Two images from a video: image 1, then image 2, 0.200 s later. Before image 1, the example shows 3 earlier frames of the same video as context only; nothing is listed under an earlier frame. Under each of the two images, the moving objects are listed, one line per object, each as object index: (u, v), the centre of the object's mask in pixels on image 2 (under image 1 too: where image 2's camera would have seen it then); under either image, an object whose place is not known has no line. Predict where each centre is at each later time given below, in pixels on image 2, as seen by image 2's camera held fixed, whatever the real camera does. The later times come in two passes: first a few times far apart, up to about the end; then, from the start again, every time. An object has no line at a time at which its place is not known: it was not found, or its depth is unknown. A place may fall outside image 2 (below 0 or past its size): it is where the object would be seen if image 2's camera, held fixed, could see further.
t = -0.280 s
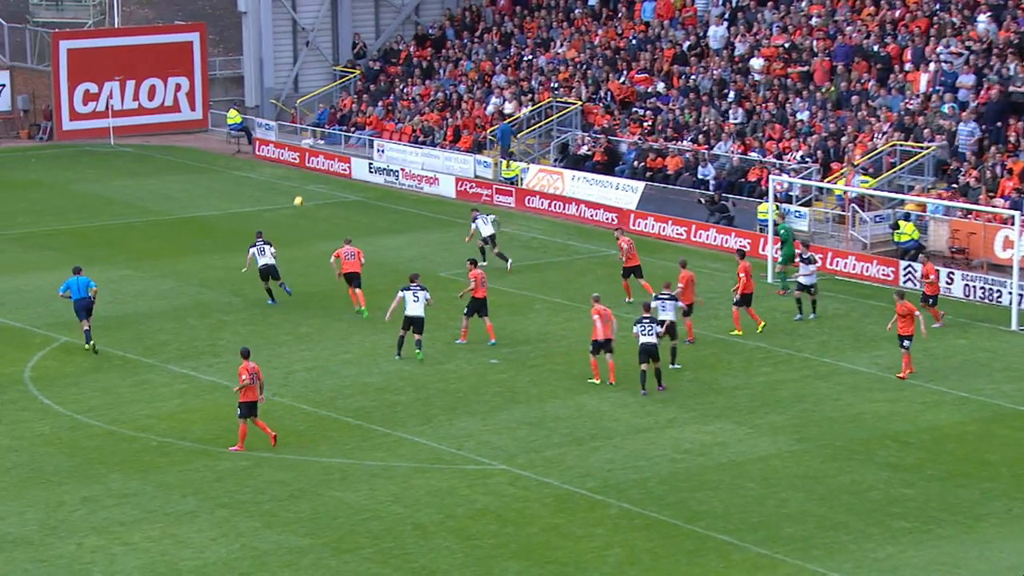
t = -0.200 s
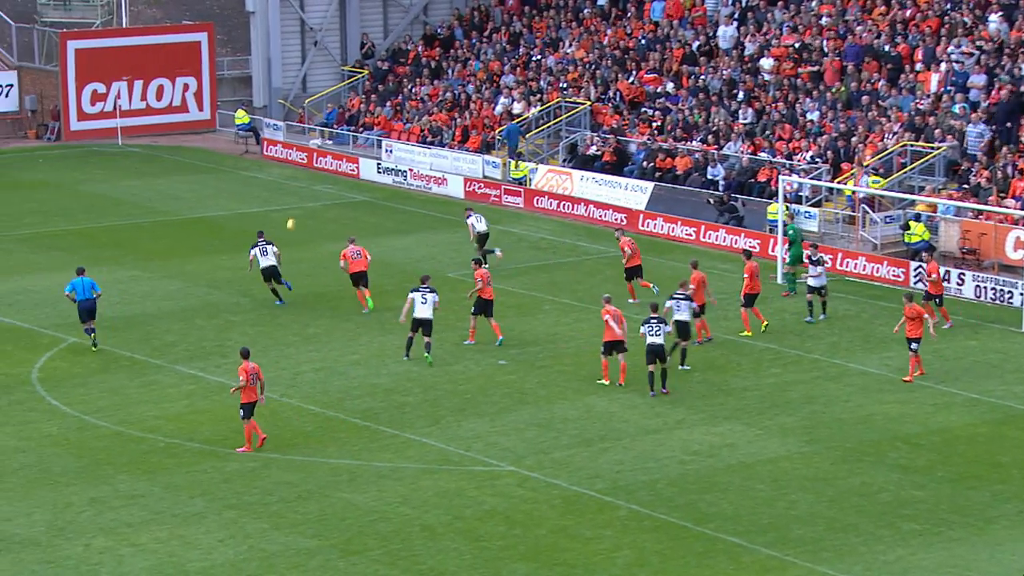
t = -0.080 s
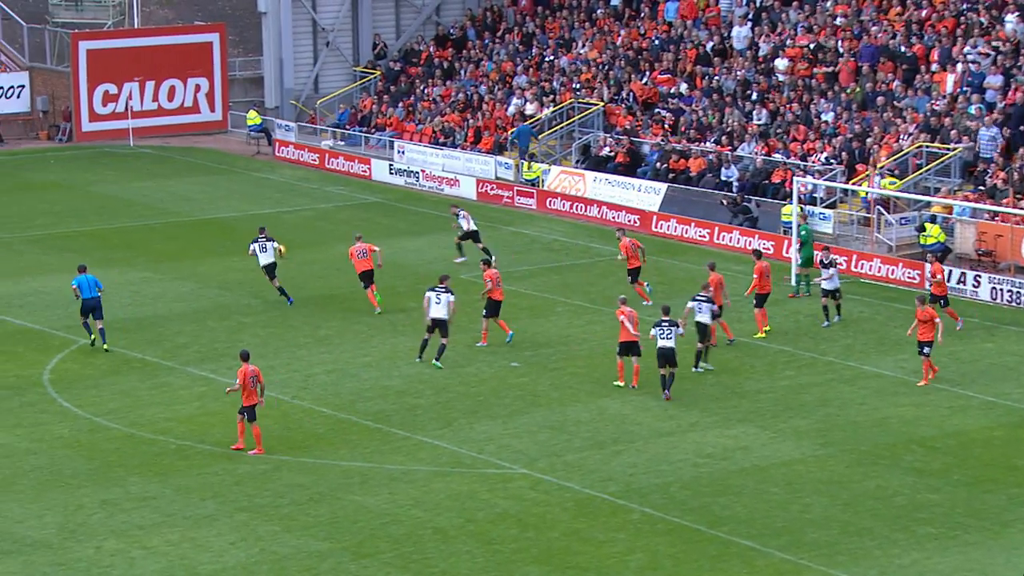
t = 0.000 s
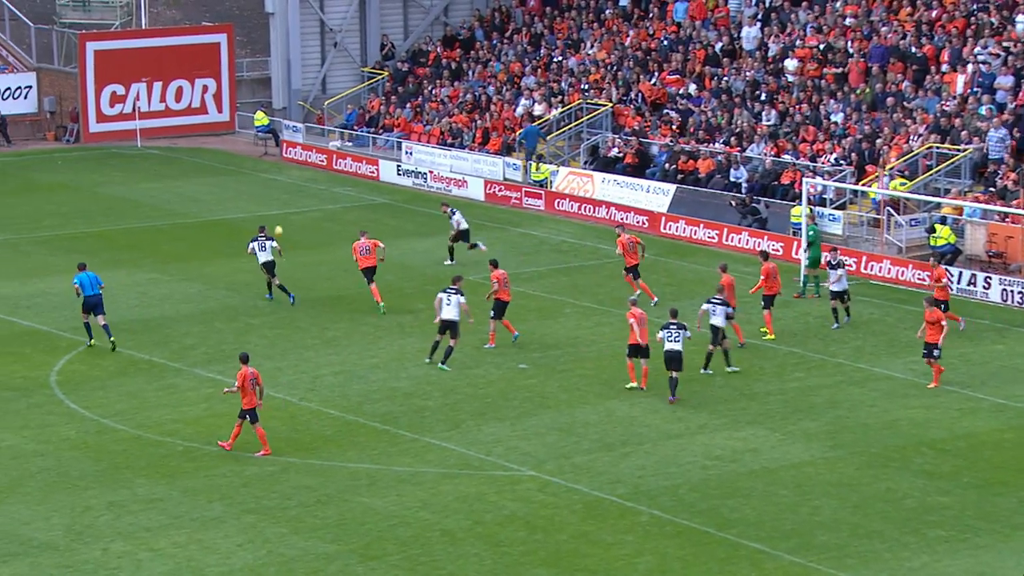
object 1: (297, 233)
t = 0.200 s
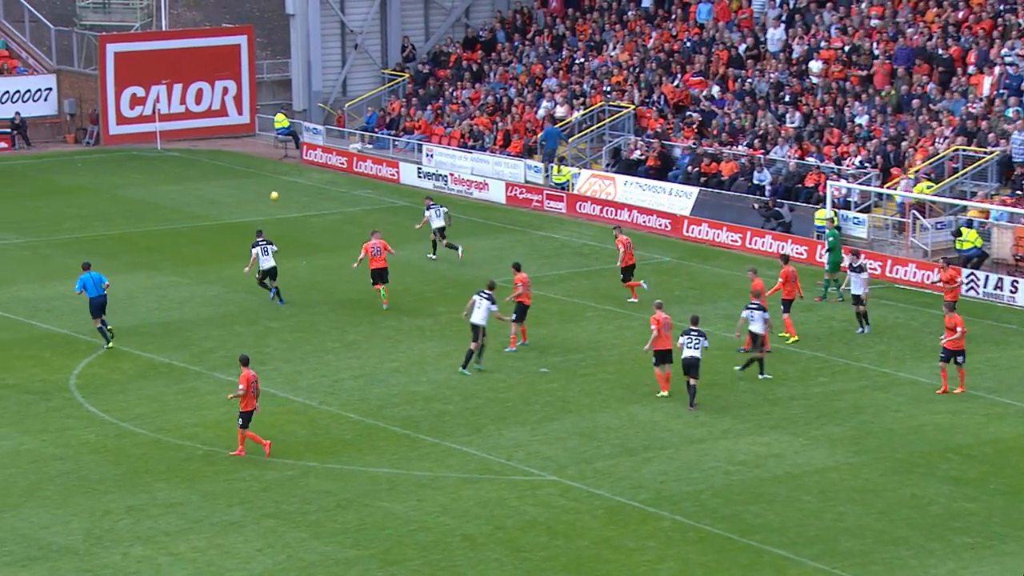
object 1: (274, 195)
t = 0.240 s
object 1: (270, 191)
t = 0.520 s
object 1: (239, 173)
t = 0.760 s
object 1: (215, 184)
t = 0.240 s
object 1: (270, 191)
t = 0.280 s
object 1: (265, 186)
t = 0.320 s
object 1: (260, 182)
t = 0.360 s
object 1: (256, 179)
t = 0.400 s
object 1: (252, 176)
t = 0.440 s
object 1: (248, 174)
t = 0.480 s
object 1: (244, 173)
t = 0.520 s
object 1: (239, 173)
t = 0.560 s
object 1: (235, 173)
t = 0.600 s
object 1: (231, 174)
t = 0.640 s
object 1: (227, 176)
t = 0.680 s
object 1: (222, 178)
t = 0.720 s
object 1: (218, 180)
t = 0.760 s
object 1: (215, 184)
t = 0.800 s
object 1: (211, 188)
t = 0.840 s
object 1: (206, 193)
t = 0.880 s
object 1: (203, 199)
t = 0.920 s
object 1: (199, 205)
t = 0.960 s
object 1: (195, 212)
